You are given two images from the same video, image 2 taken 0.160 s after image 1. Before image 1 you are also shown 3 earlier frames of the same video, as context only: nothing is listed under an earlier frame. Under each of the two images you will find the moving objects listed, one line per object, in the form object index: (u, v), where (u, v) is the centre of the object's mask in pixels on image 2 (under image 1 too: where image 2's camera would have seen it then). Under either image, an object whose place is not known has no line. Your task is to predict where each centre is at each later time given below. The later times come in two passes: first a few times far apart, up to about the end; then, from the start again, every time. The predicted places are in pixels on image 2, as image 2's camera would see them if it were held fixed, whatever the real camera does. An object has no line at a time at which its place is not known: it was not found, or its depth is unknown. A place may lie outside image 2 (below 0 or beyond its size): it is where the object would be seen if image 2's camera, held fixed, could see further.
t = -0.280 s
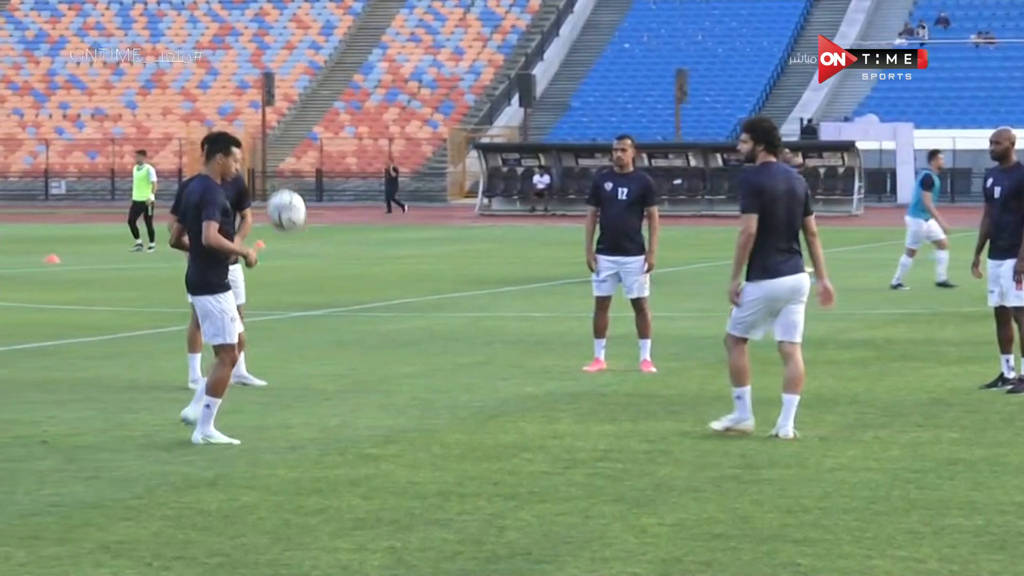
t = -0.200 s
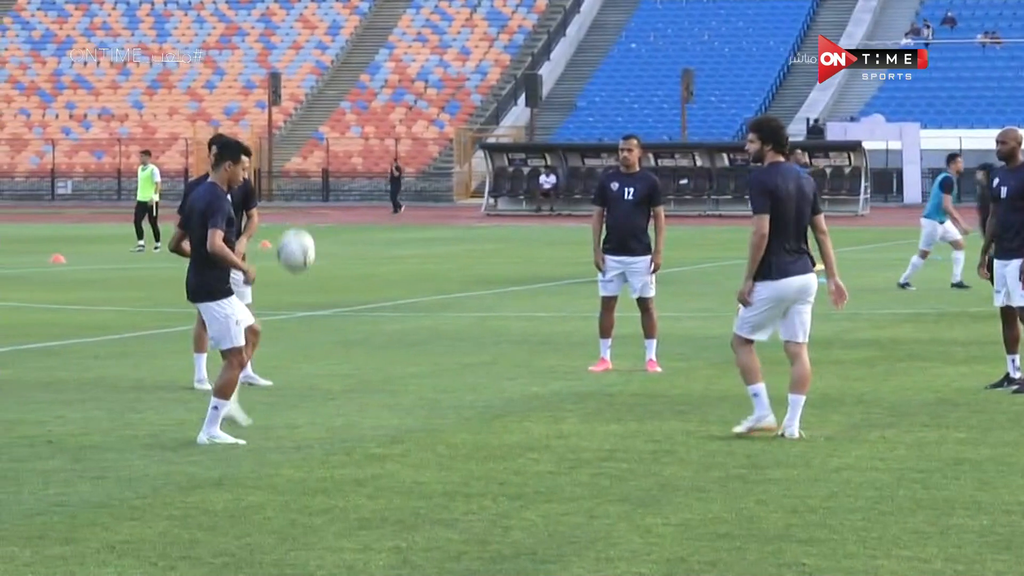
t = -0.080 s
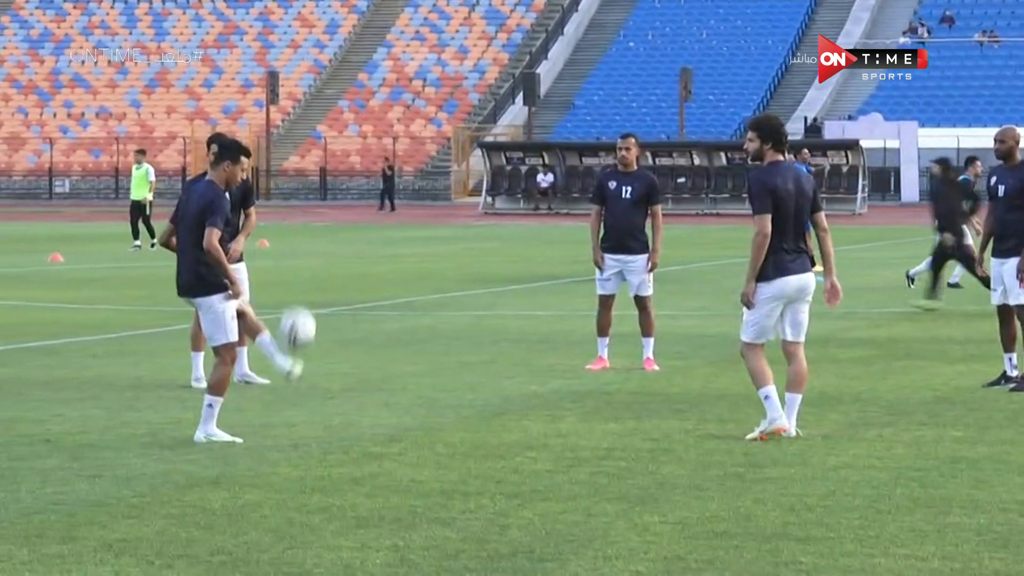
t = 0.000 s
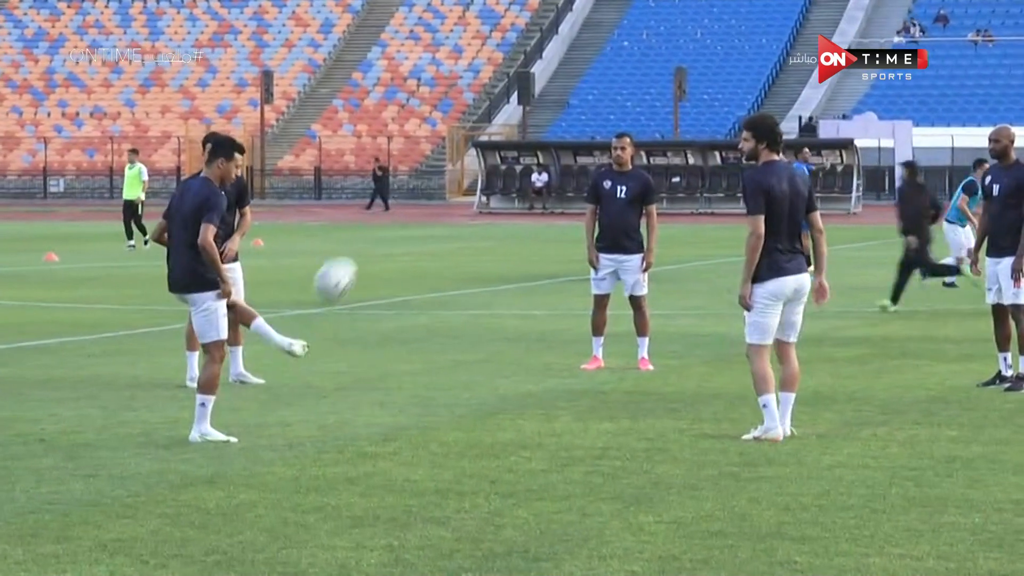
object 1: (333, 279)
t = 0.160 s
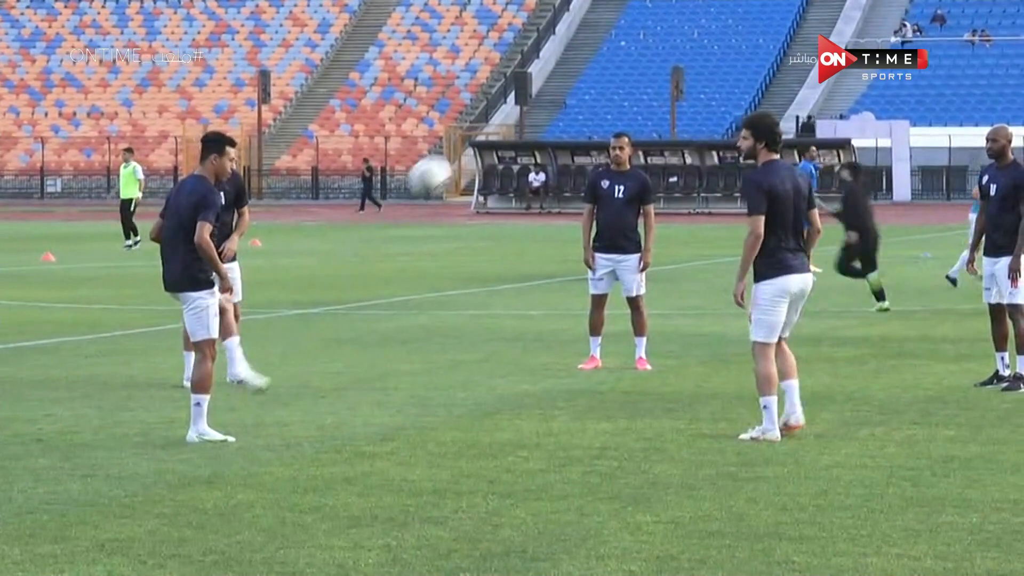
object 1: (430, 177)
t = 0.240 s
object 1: (479, 140)
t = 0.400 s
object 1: (572, 104)
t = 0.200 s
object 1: (455, 156)
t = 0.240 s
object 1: (479, 140)
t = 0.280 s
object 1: (502, 129)
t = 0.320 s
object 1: (525, 120)
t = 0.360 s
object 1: (549, 109)
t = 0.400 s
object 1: (572, 104)
